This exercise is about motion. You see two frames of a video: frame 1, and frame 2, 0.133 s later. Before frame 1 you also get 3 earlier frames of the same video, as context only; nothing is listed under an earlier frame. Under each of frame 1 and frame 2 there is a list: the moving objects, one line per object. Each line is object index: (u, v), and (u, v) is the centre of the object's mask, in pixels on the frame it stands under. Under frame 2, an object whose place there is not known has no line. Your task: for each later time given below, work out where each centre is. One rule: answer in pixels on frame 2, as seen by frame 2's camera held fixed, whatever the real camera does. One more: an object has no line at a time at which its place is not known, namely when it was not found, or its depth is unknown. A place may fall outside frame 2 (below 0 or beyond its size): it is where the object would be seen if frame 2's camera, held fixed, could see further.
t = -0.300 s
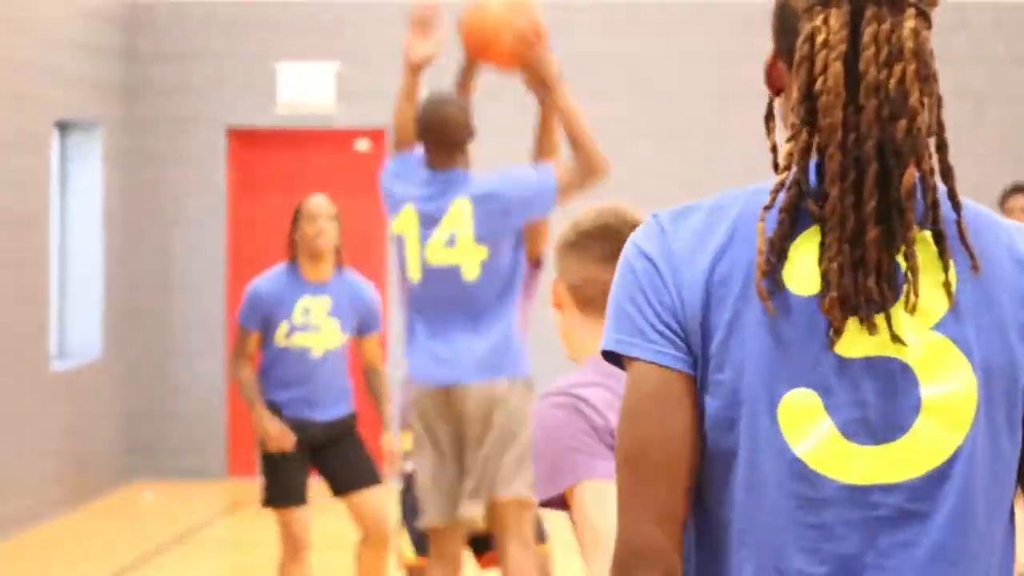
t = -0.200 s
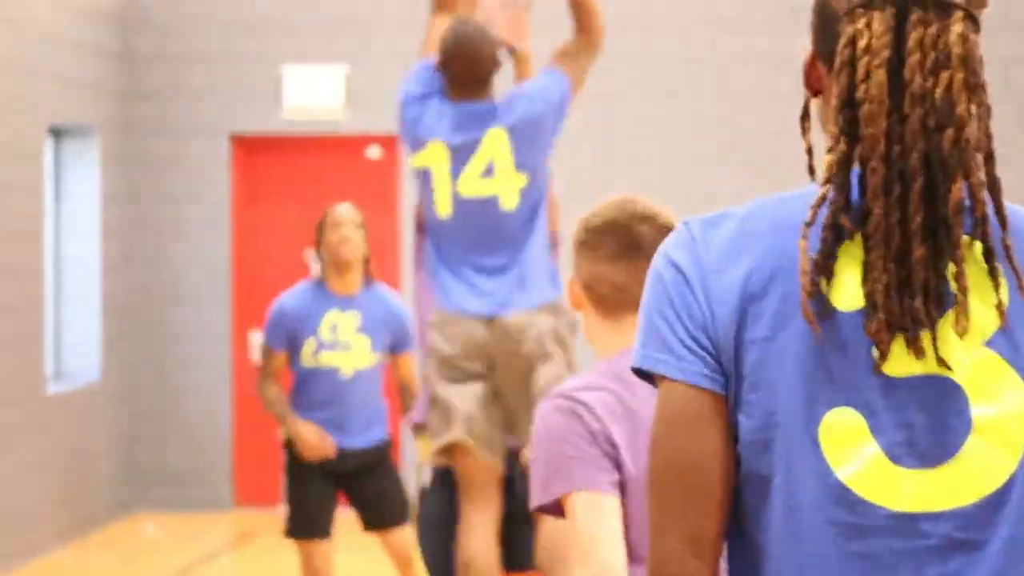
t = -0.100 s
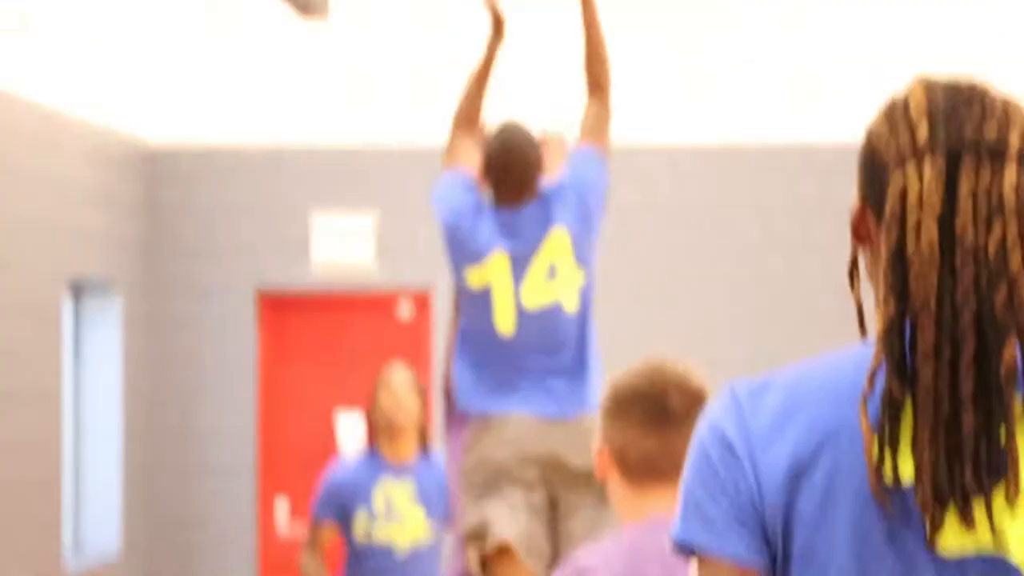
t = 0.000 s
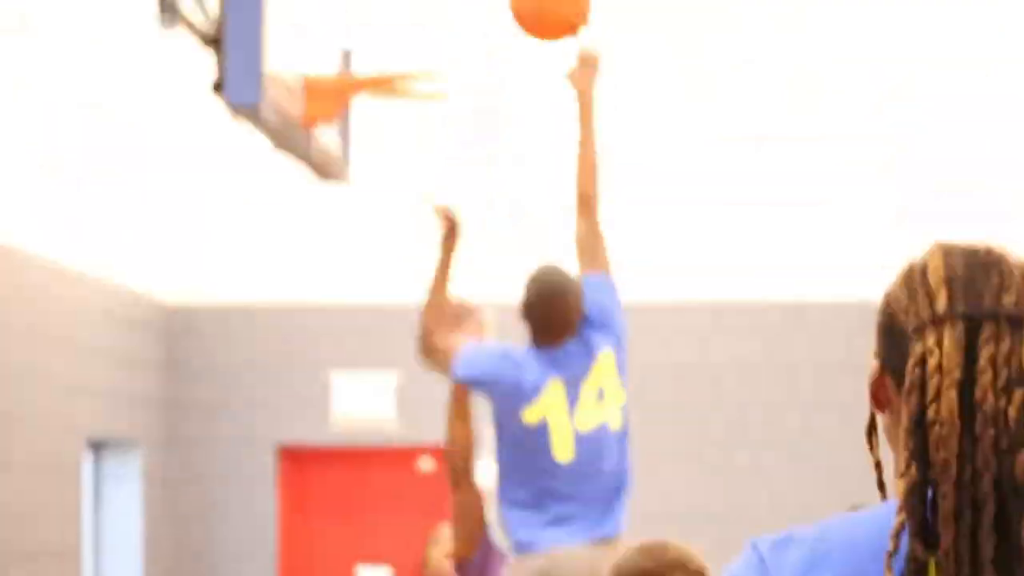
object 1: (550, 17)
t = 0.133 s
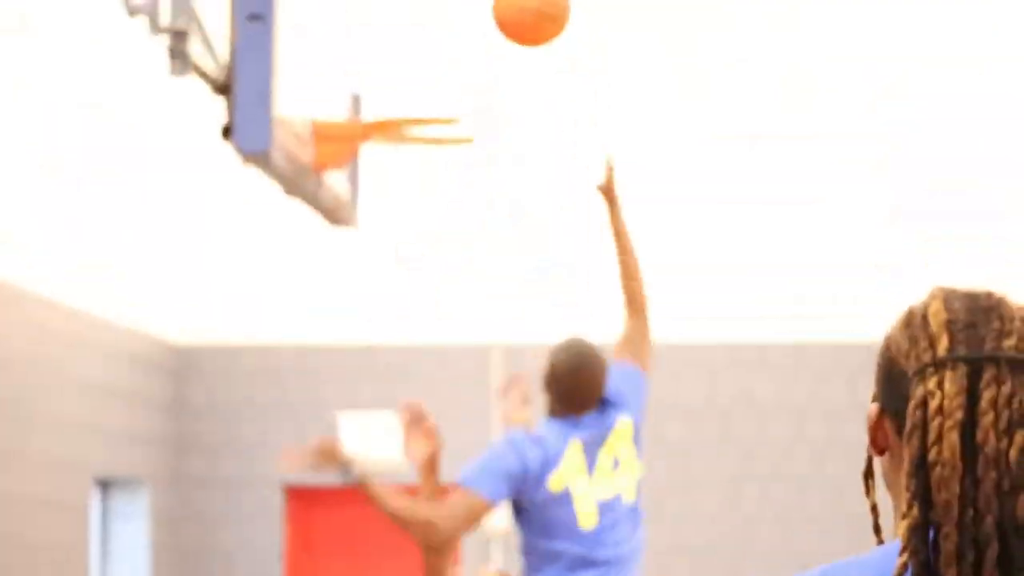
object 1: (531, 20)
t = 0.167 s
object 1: (526, 16)
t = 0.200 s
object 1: (520, 17)
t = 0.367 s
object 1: (490, 83)
